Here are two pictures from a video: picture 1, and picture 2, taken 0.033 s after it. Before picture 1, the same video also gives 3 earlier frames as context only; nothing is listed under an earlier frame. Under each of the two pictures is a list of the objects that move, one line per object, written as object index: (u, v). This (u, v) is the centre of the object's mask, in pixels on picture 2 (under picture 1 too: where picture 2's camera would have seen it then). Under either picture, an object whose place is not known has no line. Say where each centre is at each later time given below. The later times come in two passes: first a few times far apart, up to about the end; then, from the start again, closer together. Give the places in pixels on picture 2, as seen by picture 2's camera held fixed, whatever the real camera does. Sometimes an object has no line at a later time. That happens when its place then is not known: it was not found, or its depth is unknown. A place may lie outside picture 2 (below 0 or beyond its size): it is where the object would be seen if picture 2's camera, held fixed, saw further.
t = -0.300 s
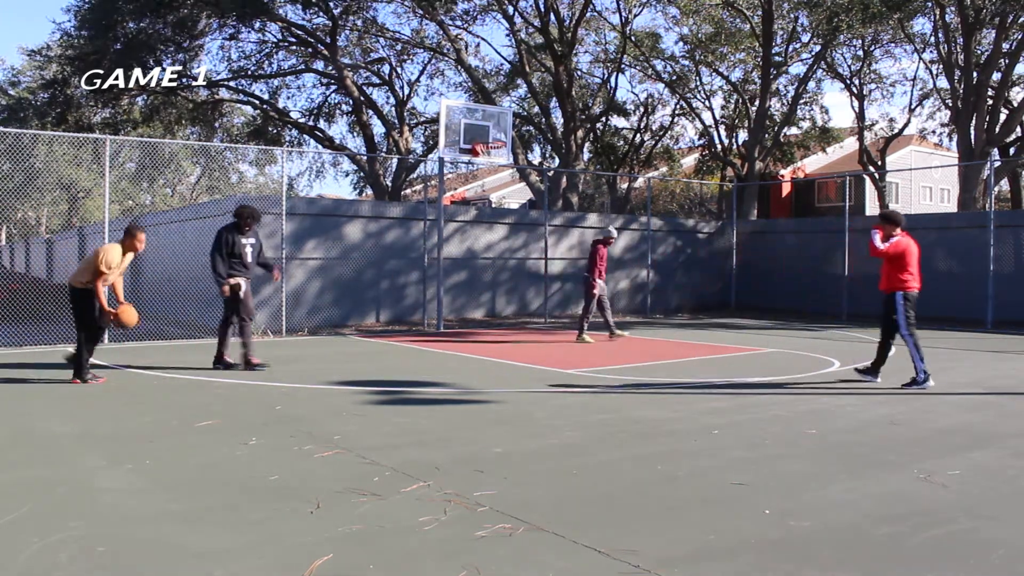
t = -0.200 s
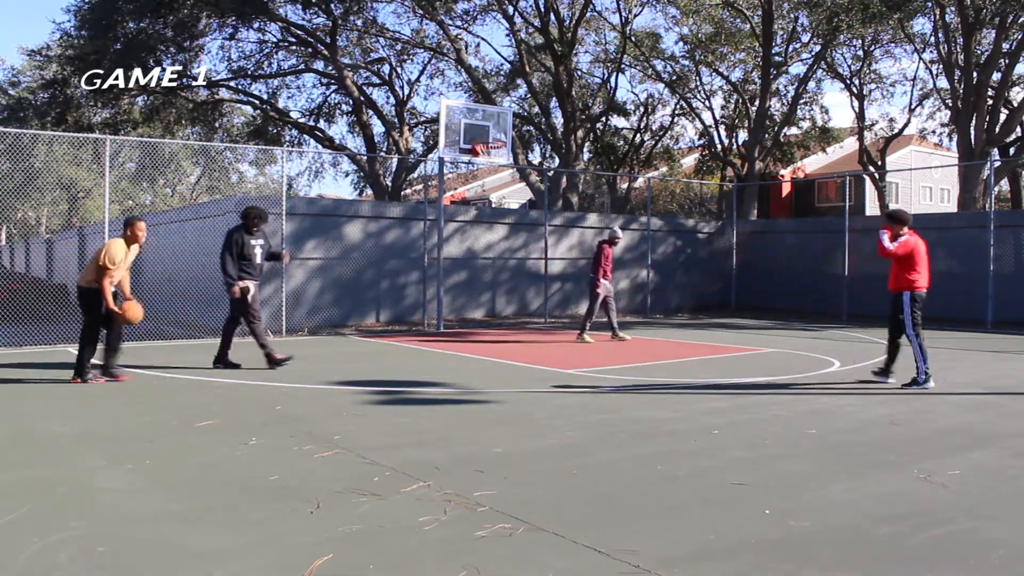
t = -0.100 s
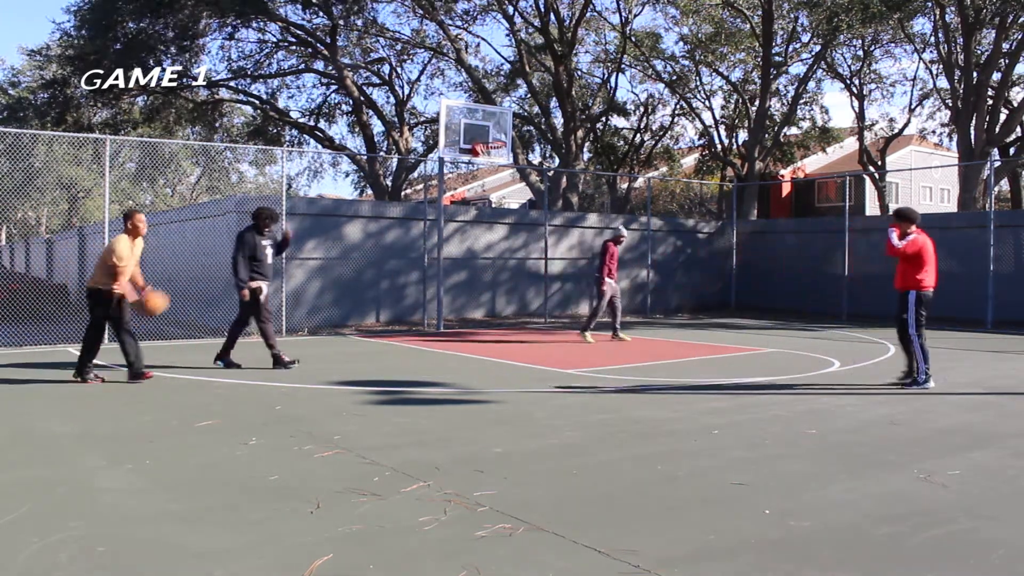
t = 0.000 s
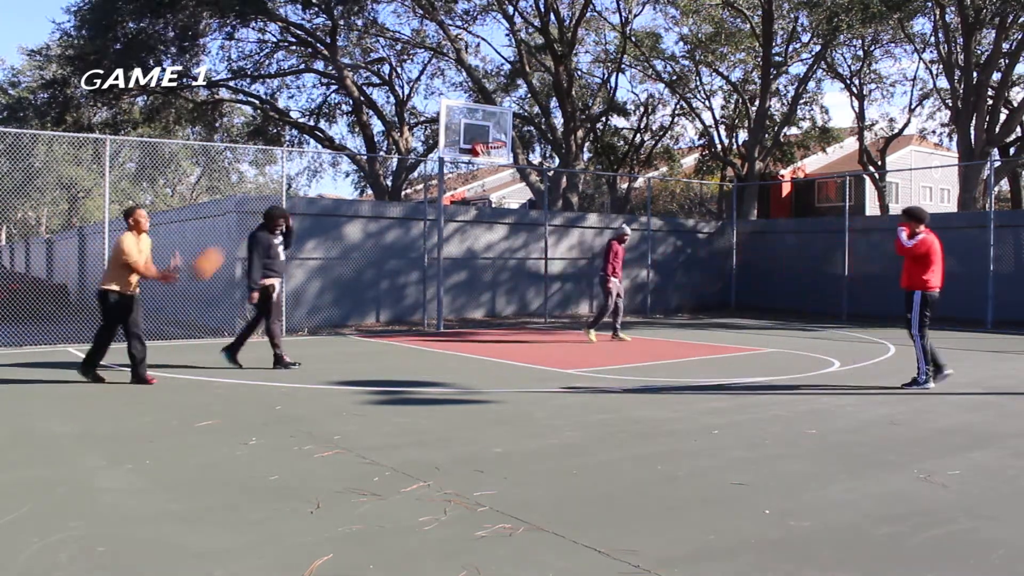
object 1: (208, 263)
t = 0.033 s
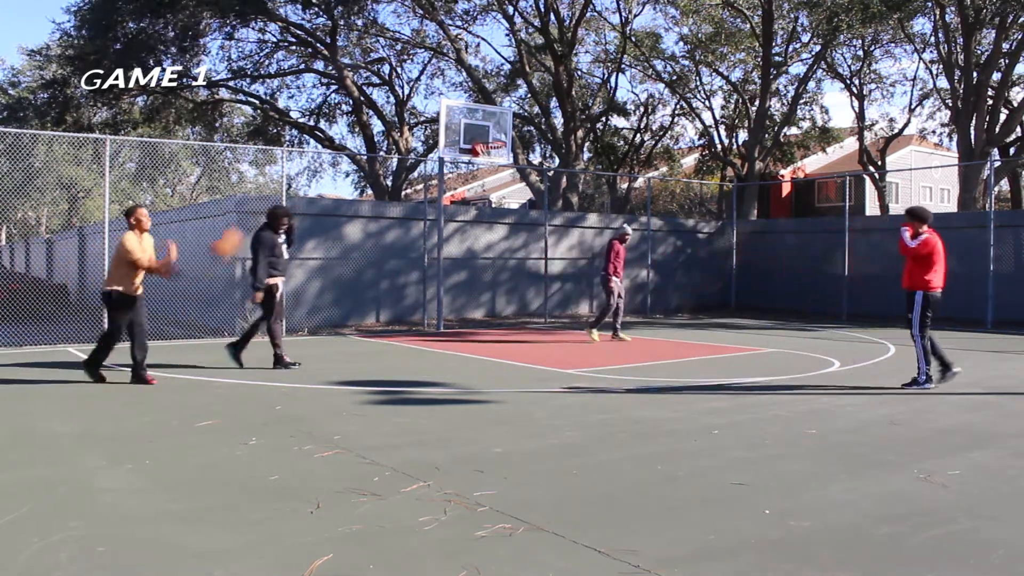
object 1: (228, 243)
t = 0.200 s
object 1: (331, 164)
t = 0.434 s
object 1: (483, 102)
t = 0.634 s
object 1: (613, 99)
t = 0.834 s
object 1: (753, 142)
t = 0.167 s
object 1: (309, 178)
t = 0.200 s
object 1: (331, 164)
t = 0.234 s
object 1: (352, 153)
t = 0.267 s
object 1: (375, 141)
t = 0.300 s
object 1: (396, 131)
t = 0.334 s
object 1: (417, 123)
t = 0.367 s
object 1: (435, 117)
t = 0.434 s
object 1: (483, 102)
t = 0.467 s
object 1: (502, 98)
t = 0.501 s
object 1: (530, 97)
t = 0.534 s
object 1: (552, 95)
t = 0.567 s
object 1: (572, 94)
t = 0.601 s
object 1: (595, 97)
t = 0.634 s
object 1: (613, 99)
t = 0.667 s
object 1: (640, 103)
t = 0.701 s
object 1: (658, 108)
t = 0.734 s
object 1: (684, 112)
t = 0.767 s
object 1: (706, 122)
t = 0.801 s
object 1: (728, 129)
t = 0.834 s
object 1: (753, 142)
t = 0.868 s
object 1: (773, 152)
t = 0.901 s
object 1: (790, 161)
